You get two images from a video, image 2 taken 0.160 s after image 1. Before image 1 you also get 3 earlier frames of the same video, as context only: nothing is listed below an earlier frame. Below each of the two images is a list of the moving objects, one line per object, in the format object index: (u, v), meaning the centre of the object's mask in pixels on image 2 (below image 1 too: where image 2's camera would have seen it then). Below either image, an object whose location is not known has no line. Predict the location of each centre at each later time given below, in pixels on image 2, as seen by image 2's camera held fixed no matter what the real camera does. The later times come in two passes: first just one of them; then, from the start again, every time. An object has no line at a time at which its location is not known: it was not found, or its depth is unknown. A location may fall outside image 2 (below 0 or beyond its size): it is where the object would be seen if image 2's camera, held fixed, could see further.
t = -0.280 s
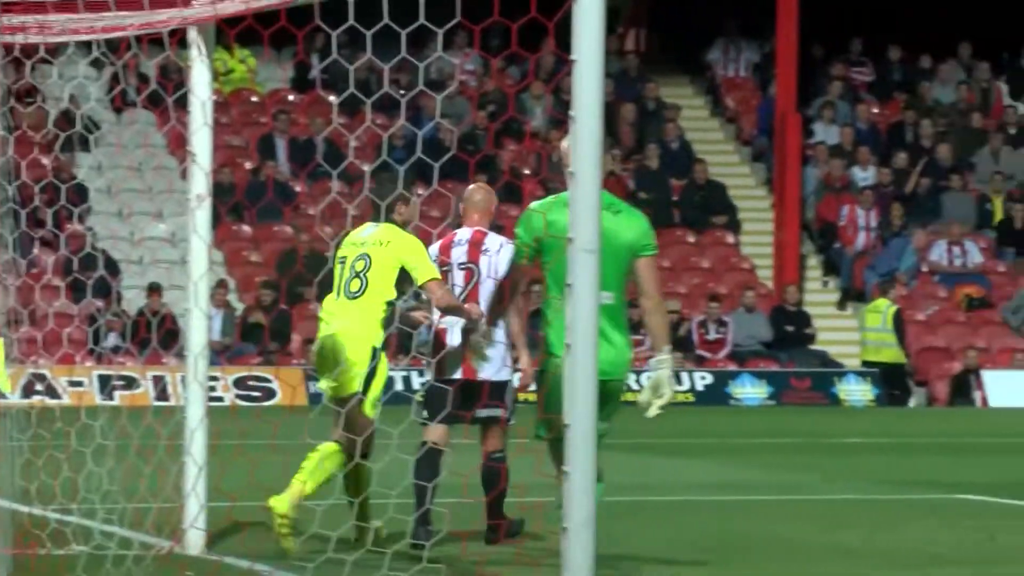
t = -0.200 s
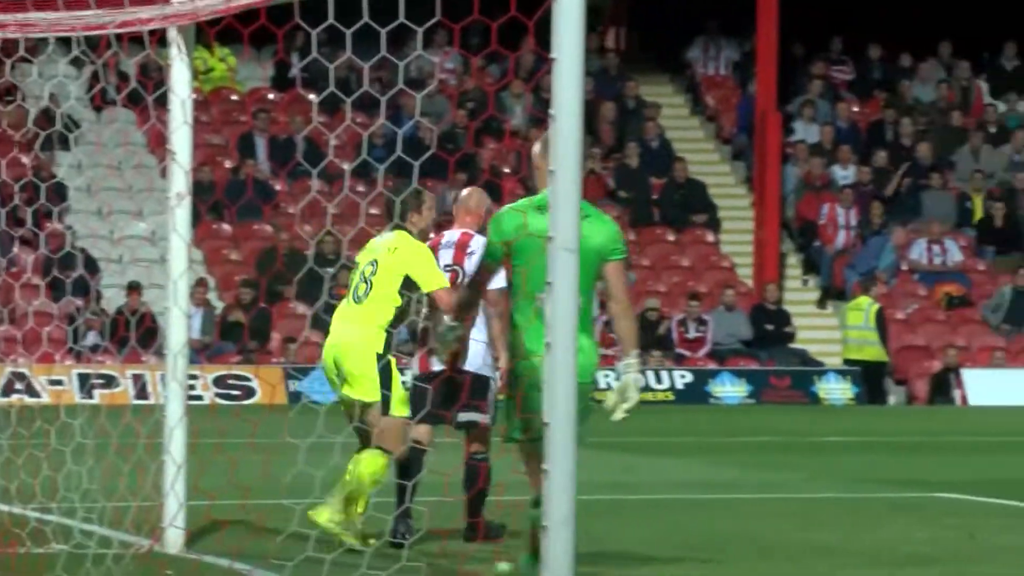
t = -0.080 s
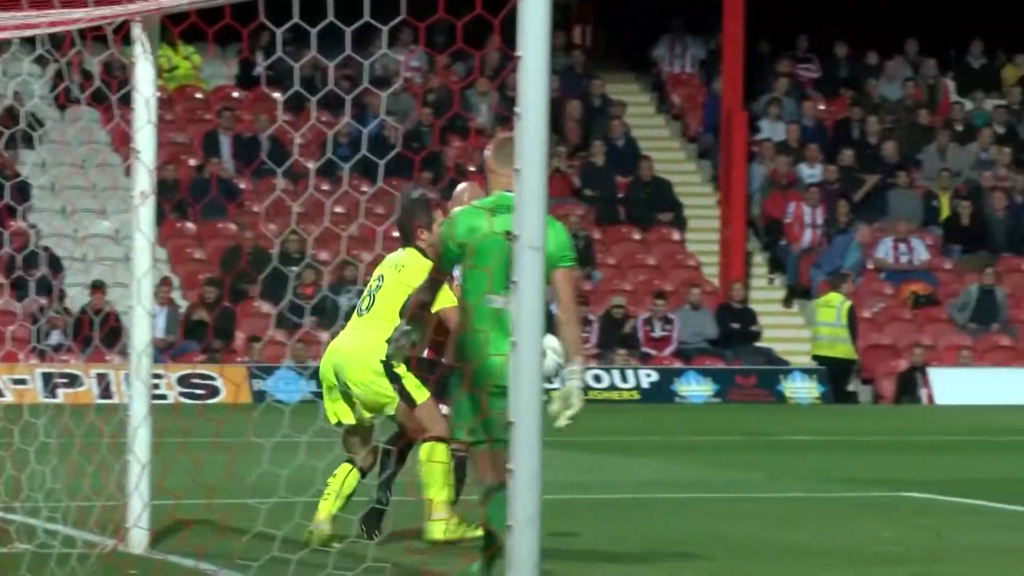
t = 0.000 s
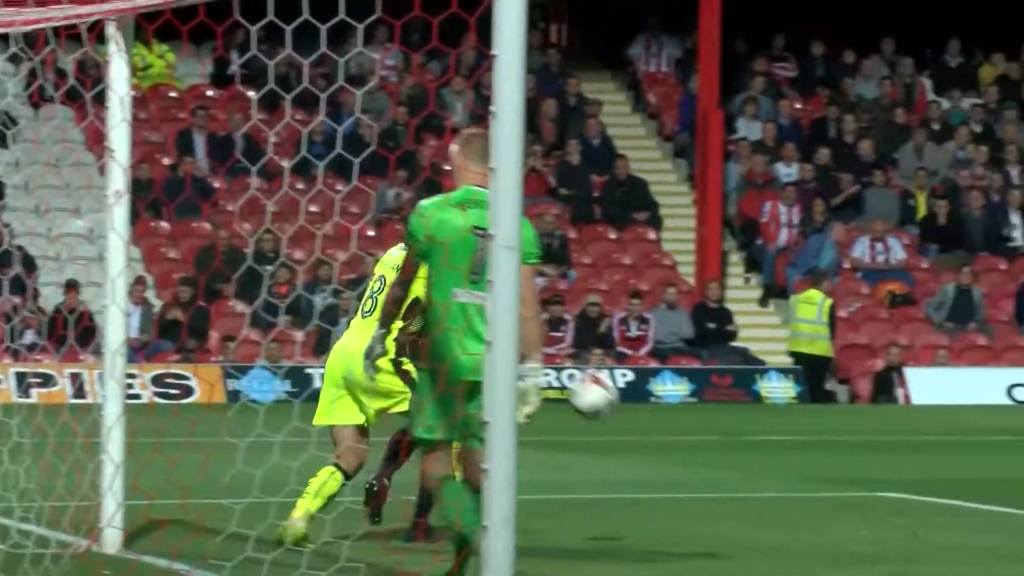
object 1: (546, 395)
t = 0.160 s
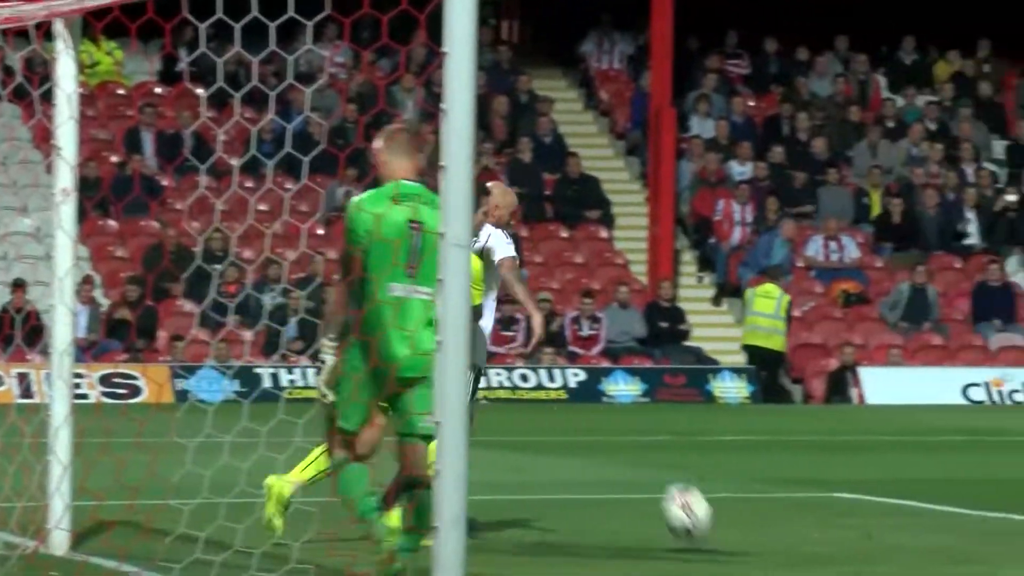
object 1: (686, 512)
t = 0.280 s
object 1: (765, 490)
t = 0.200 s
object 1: (719, 526)
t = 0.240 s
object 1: (741, 506)
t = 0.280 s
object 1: (765, 490)
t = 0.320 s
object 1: (786, 476)
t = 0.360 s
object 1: (812, 465)
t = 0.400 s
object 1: (837, 457)
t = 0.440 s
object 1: (860, 455)
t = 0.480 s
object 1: (884, 456)
